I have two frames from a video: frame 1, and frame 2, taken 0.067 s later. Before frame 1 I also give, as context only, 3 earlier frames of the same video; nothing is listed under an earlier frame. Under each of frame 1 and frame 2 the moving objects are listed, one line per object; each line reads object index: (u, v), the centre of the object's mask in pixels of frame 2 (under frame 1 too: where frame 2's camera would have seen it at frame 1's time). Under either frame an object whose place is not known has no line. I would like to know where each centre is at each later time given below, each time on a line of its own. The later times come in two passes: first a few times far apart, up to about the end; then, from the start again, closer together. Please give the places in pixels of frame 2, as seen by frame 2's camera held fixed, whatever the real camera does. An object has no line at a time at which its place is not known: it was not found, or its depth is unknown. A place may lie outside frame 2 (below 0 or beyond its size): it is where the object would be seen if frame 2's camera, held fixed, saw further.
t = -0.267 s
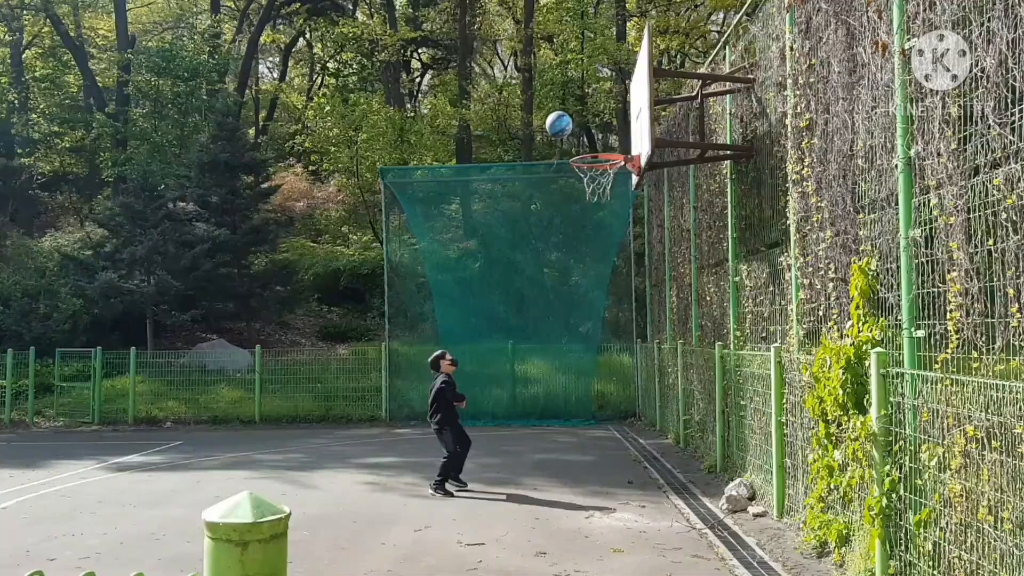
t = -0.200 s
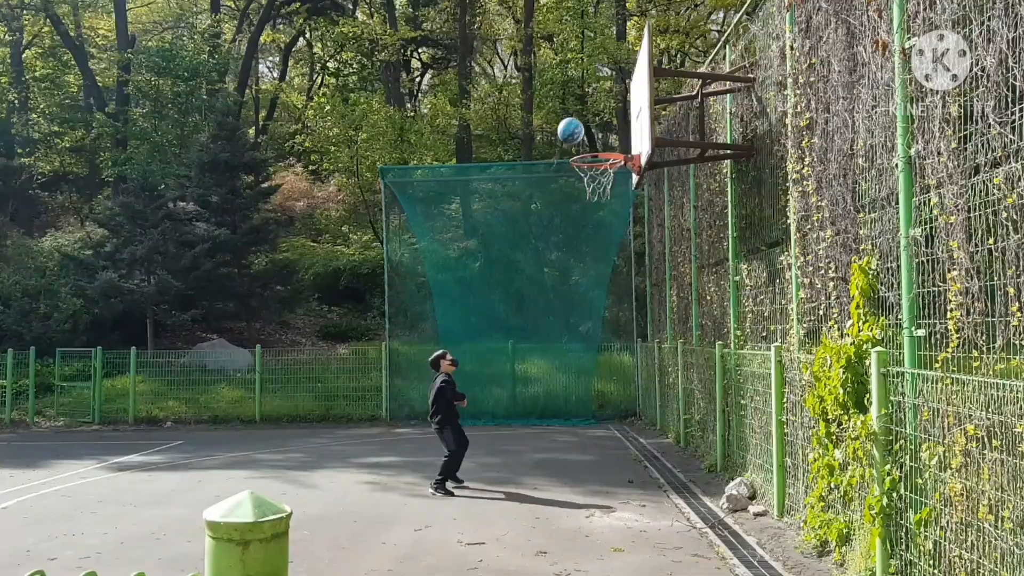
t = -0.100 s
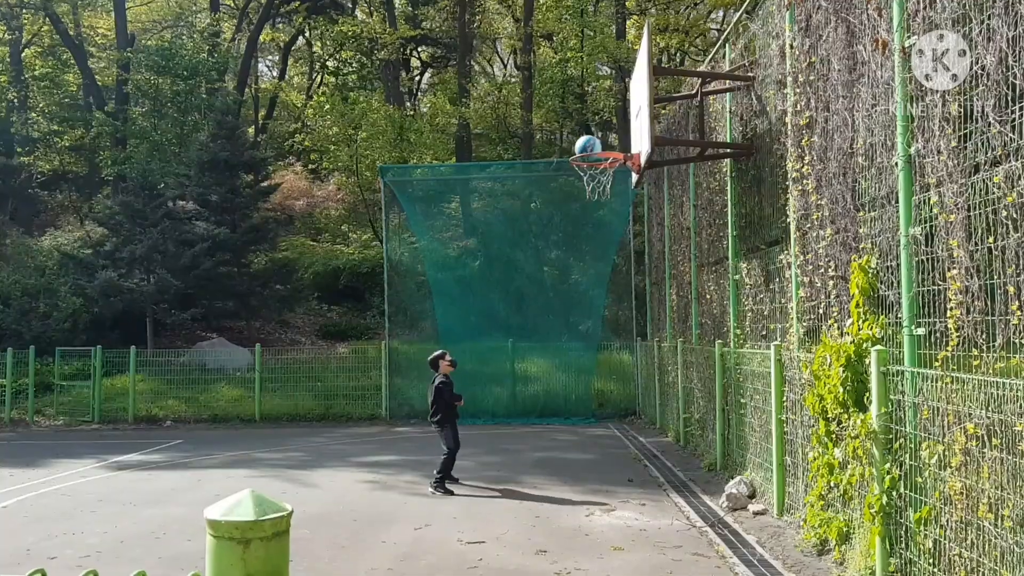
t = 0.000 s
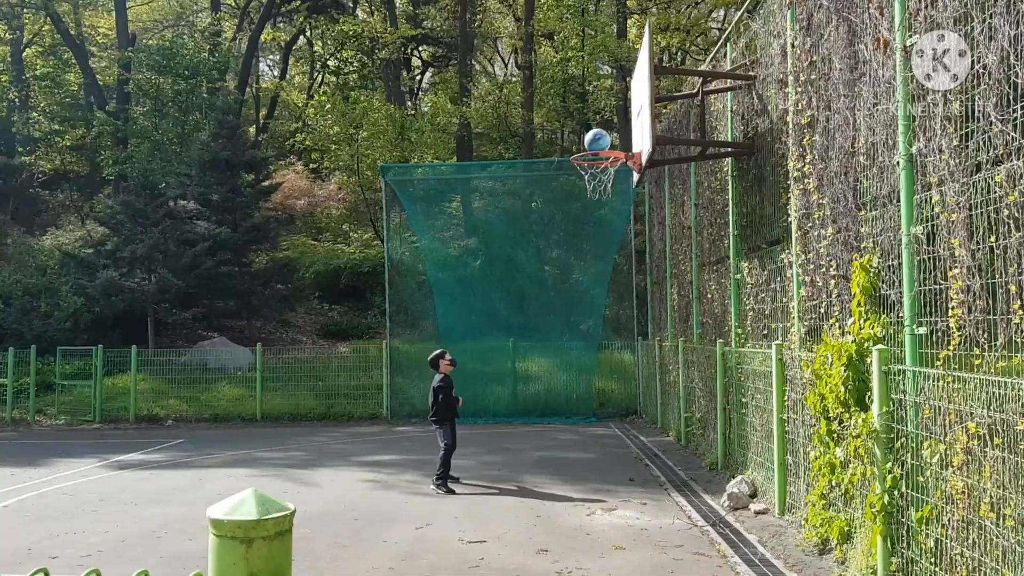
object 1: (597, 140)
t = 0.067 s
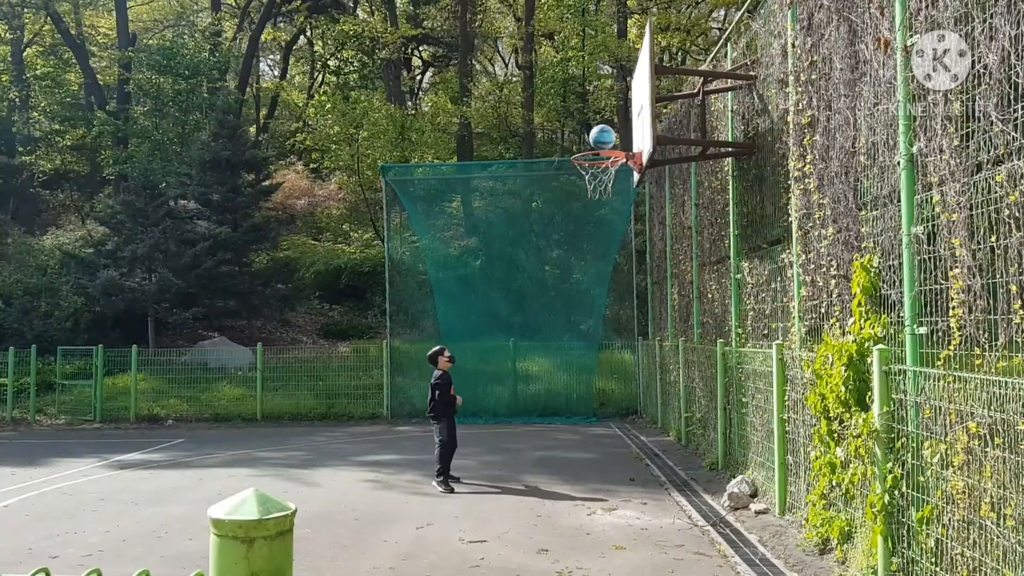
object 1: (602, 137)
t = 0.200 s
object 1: (611, 141)
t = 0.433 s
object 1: (624, 193)
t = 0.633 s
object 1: (620, 267)
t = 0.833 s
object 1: (619, 381)
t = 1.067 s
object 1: (618, 402)
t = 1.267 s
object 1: (615, 334)
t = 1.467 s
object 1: (614, 305)
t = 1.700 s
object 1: (612, 317)
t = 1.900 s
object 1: (612, 372)
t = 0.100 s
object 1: (604, 137)
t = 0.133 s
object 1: (607, 138)
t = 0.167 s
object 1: (609, 139)
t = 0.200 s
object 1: (611, 141)
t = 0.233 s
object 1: (614, 144)
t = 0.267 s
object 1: (616, 146)
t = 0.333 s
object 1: (621, 165)
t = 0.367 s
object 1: (622, 174)
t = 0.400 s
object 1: (624, 183)
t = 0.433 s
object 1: (624, 193)
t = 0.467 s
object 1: (622, 202)
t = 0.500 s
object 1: (622, 213)
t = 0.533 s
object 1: (622, 226)
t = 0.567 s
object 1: (621, 238)
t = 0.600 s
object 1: (621, 252)
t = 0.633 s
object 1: (620, 267)
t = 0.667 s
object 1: (620, 283)
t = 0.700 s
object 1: (620, 300)
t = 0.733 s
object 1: (620, 320)
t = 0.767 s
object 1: (620, 339)
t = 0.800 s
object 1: (620, 359)
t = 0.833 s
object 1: (619, 381)
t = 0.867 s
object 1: (620, 404)
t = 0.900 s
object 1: (620, 429)
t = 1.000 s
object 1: (620, 436)
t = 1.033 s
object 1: (619, 419)
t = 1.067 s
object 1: (618, 402)
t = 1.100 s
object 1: (617, 388)
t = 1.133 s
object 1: (617, 376)
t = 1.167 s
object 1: (617, 364)
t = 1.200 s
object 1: (617, 353)
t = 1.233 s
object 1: (616, 343)
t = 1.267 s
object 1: (615, 334)
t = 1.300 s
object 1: (615, 326)
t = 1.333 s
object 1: (614, 319)
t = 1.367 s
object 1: (614, 314)
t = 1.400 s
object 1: (614, 310)
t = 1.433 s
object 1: (614, 307)
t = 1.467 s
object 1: (614, 305)
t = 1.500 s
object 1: (614, 304)
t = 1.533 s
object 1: (613, 304)
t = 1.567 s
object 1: (613, 305)
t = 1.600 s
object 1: (613, 306)
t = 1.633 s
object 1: (613, 309)
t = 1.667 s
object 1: (612, 313)
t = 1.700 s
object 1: (612, 317)
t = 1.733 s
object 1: (612, 325)
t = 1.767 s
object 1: (612, 333)
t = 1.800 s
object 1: (612, 340)
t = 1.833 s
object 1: (613, 350)
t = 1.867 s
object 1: (613, 361)
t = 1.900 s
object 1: (612, 372)
